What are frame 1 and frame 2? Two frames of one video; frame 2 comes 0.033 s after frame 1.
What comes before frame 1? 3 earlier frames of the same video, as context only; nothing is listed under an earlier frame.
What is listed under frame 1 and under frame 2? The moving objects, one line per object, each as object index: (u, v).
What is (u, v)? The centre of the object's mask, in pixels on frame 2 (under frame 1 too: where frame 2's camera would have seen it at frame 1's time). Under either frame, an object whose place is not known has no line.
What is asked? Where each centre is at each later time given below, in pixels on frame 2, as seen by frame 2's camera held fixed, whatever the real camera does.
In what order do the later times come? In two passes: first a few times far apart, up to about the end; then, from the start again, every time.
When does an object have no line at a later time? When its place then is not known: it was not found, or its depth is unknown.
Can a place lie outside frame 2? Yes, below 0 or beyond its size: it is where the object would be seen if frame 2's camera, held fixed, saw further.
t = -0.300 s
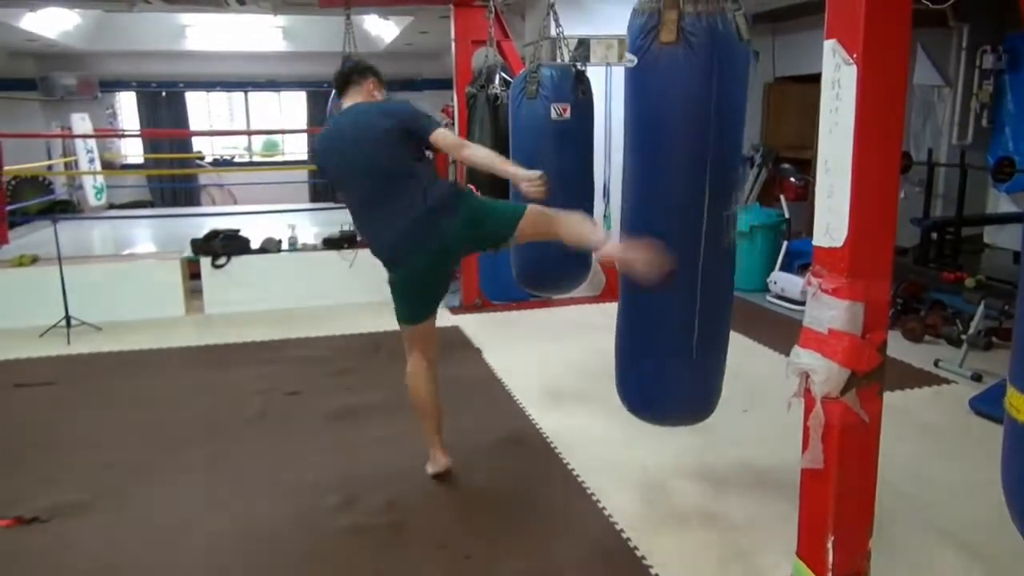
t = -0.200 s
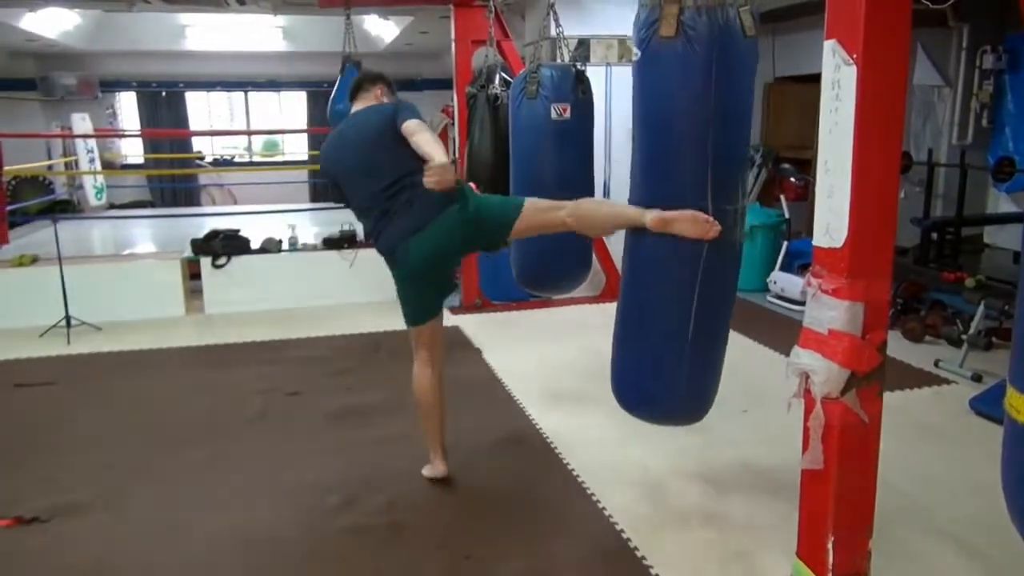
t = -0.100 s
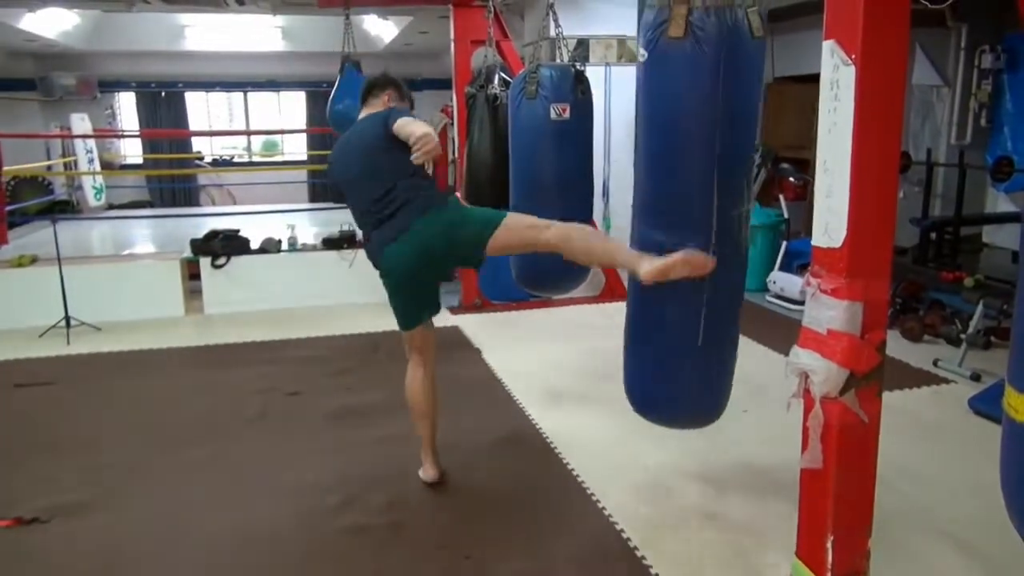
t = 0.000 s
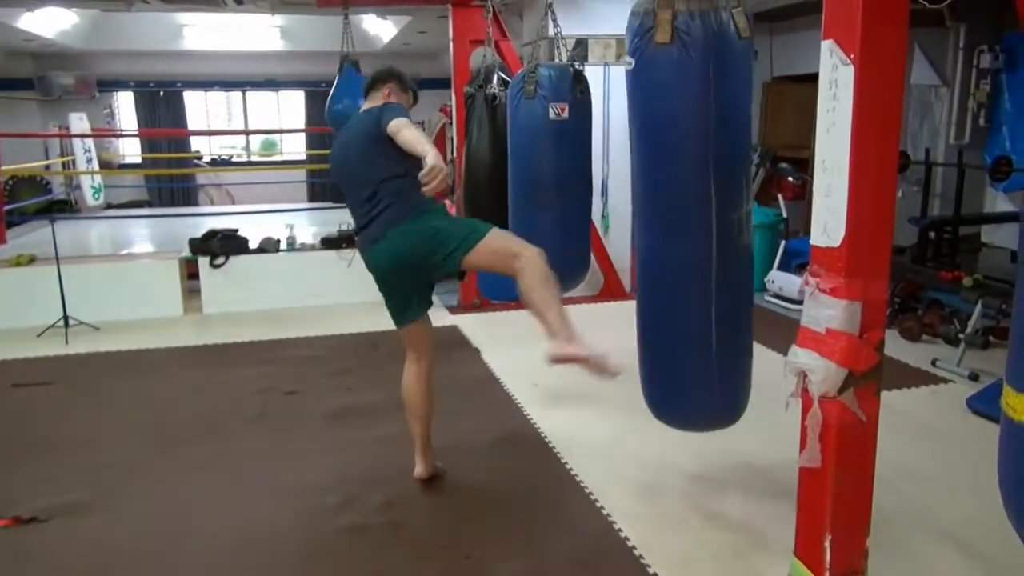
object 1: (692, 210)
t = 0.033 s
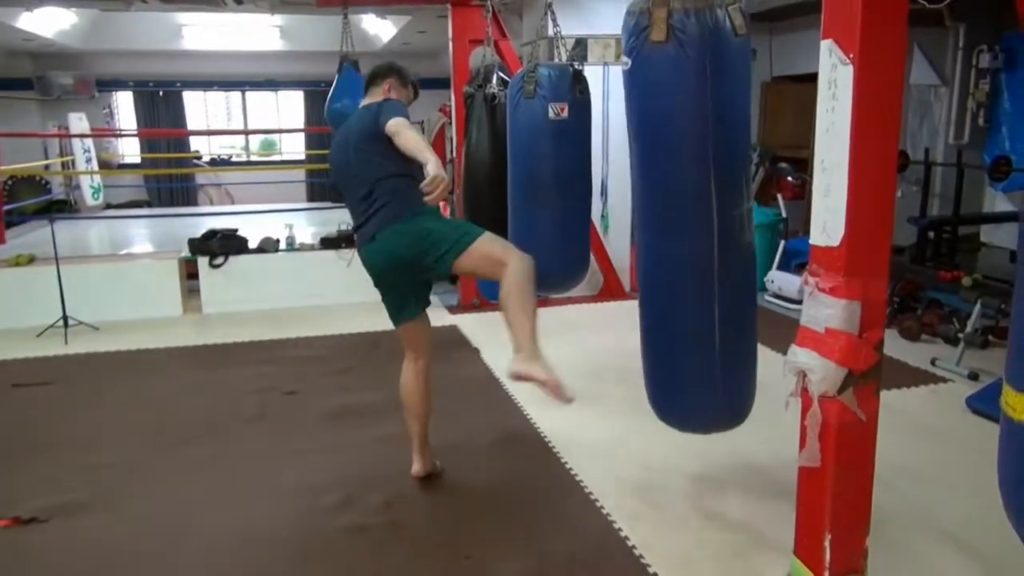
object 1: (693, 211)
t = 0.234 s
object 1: (710, 227)
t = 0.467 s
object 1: (713, 247)
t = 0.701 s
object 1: (707, 264)
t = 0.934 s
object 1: (687, 270)
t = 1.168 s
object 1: (661, 268)
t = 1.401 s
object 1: (647, 256)
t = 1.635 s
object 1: (645, 240)
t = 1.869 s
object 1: (655, 223)
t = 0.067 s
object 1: (695, 213)
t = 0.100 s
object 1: (697, 216)
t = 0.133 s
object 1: (700, 220)
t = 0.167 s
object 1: (704, 223)
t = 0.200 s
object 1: (707, 224)
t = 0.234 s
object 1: (710, 227)
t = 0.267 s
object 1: (713, 232)
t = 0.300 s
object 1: (713, 235)
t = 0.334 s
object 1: (713, 236)
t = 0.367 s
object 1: (712, 238)
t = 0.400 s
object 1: (712, 241)
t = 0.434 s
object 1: (713, 244)
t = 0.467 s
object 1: (713, 247)
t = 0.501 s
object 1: (713, 250)
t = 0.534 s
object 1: (714, 252)
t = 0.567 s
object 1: (713, 254)
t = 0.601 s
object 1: (713, 256)
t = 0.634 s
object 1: (712, 258)
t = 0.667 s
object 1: (710, 261)
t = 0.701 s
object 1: (707, 264)
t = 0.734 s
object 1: (705, 266)
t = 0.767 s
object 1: (702, 268)
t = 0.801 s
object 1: (700, 269)
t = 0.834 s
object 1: (696, 270)
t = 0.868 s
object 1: (693, 271)
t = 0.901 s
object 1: (690, 271)
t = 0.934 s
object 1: (687, 270)
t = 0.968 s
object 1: (684, 270)
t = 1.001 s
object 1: (680, 270)
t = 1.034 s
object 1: (676, 270)
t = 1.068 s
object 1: (672, 270)
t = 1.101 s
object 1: (668, 270)
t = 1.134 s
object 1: (664, 269)
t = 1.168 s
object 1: (661, 268)
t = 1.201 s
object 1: (658, 267)
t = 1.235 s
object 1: (655, 265)
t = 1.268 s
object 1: (653, 264)
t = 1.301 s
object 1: (652, 261)
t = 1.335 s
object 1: (650, 259)
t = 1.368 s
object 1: (648, 257)
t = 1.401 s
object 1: (647, 256)
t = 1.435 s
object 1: (645, 254)
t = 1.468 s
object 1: (644, 252)
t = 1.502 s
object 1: (643, 250)
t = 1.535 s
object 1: (643, 247)
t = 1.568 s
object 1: (644, 245)
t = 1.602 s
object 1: (645, 242)
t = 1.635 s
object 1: (645, 240)
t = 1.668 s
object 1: (646, 237)
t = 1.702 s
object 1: (647, 235)
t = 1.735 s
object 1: (648, 233)
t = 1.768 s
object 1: (649, 231)
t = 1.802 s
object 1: (651, 228)
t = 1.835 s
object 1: (652, 225)
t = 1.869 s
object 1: (655, 223)
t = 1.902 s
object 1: (657, 222)
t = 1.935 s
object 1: (660, 219)
